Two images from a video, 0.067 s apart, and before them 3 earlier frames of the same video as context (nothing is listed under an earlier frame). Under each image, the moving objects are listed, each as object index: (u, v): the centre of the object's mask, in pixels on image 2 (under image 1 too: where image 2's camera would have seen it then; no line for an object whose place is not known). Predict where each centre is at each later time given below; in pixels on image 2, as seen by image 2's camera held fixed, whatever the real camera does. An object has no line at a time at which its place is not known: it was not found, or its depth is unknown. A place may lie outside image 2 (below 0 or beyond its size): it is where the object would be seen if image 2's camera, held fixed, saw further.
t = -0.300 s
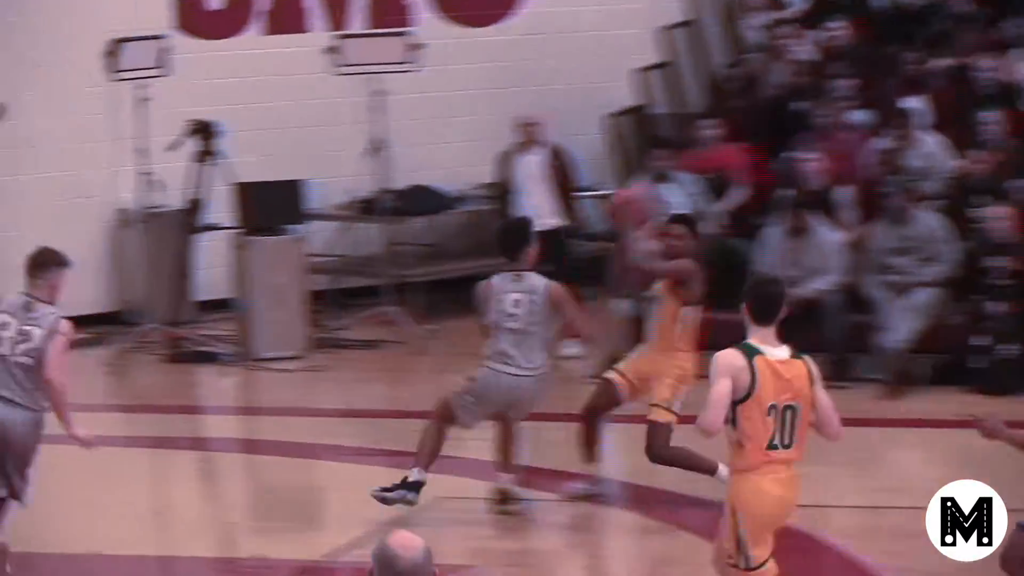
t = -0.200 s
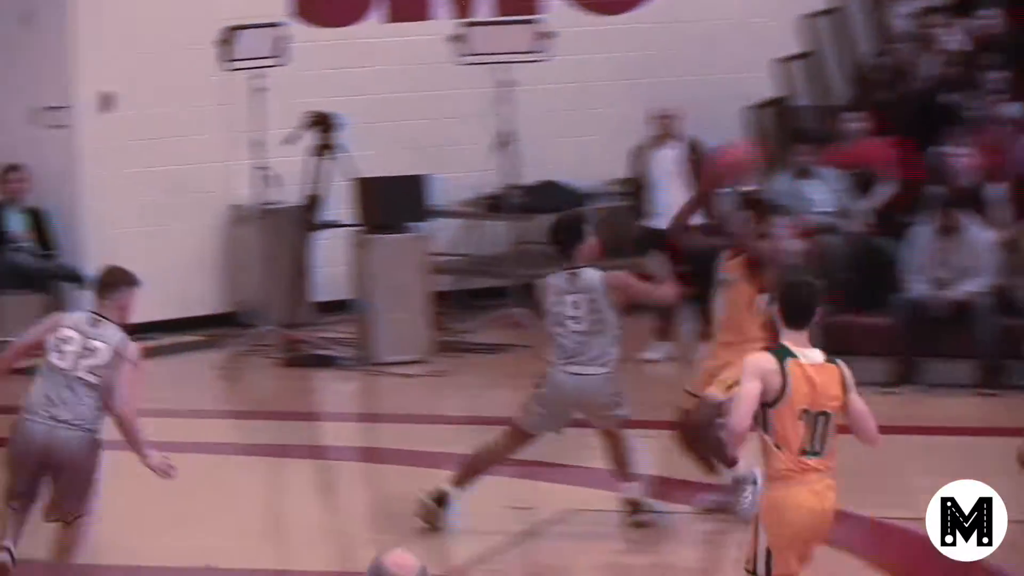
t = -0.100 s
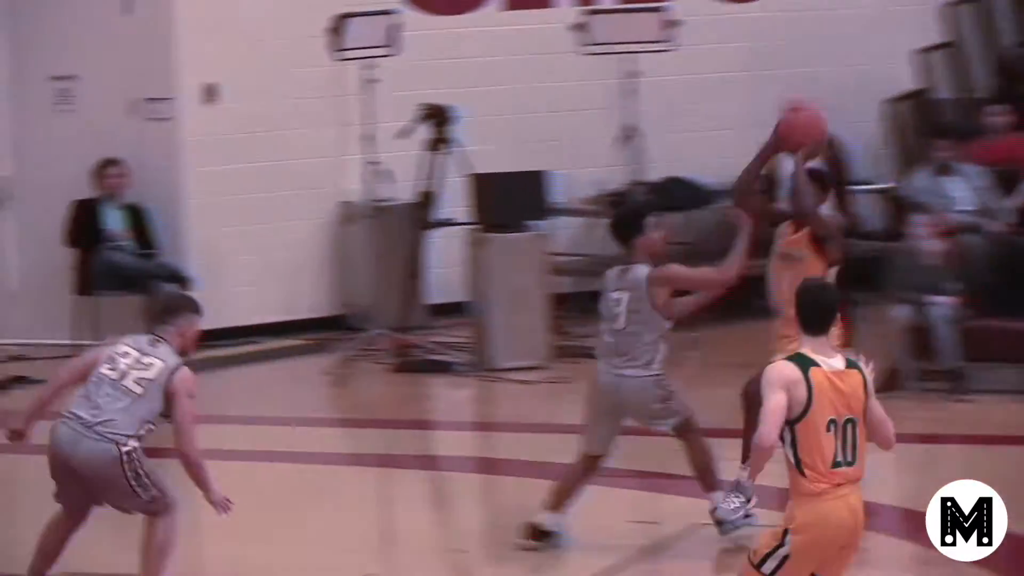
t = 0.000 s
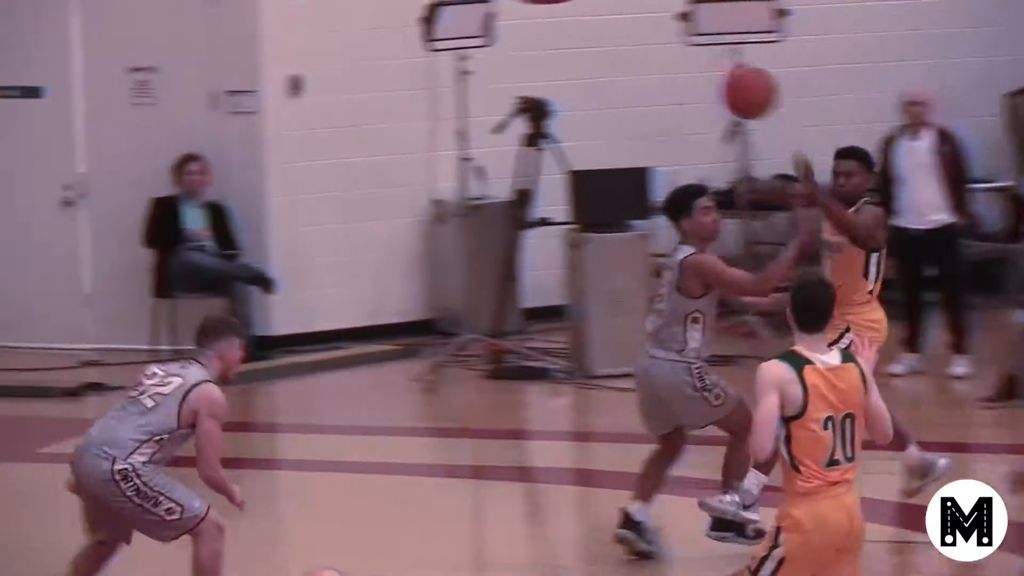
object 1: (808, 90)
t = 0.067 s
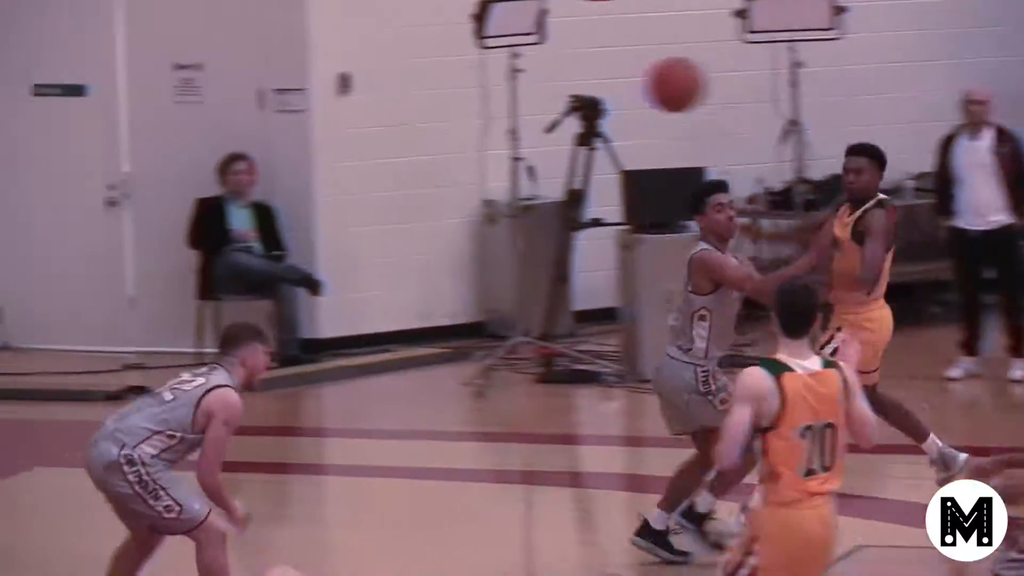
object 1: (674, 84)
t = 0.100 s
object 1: (606, 86)
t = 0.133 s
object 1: (539, 89)
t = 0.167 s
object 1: (467, 97)
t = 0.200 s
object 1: (396, 106)
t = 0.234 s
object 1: (321, 119)
